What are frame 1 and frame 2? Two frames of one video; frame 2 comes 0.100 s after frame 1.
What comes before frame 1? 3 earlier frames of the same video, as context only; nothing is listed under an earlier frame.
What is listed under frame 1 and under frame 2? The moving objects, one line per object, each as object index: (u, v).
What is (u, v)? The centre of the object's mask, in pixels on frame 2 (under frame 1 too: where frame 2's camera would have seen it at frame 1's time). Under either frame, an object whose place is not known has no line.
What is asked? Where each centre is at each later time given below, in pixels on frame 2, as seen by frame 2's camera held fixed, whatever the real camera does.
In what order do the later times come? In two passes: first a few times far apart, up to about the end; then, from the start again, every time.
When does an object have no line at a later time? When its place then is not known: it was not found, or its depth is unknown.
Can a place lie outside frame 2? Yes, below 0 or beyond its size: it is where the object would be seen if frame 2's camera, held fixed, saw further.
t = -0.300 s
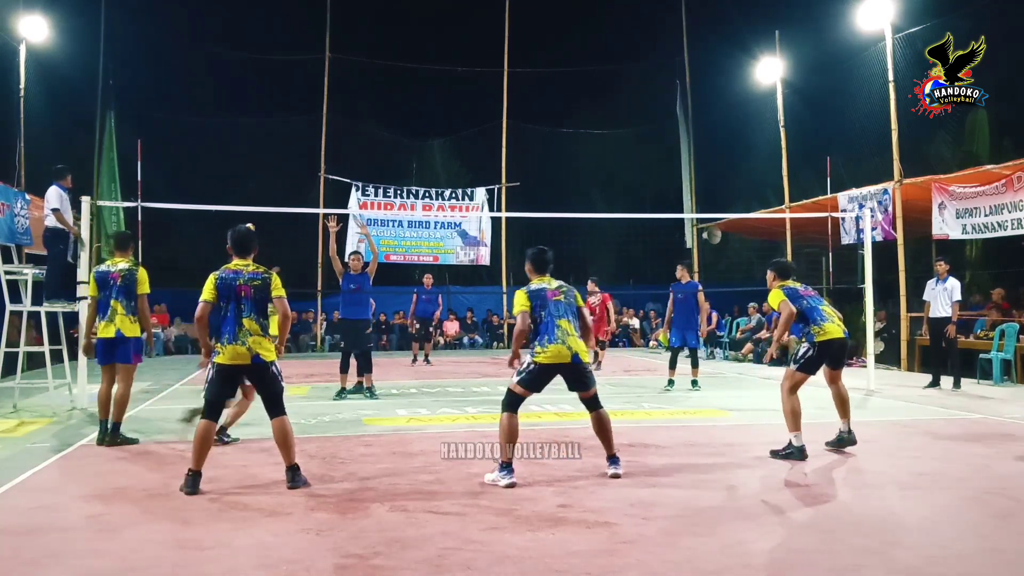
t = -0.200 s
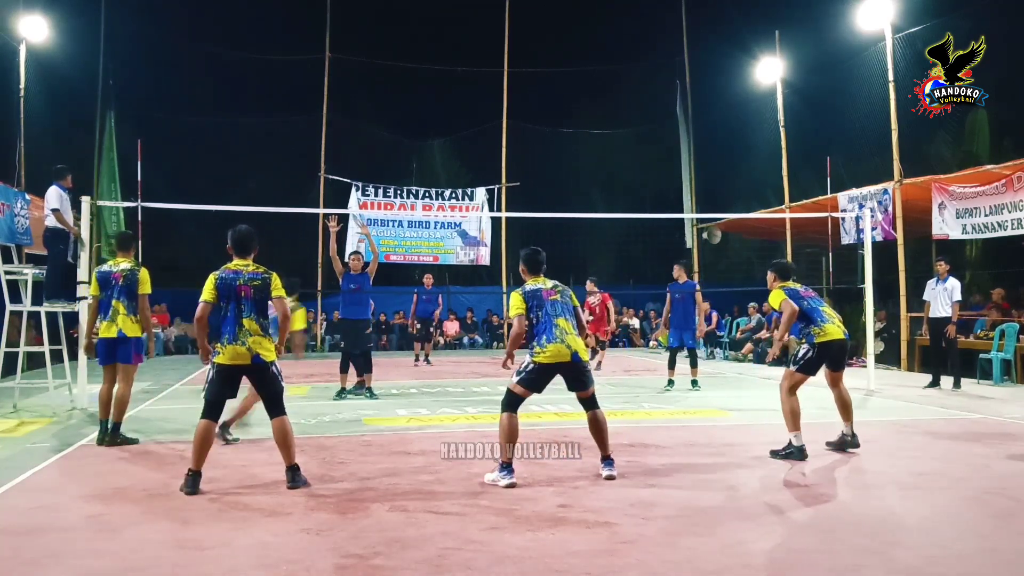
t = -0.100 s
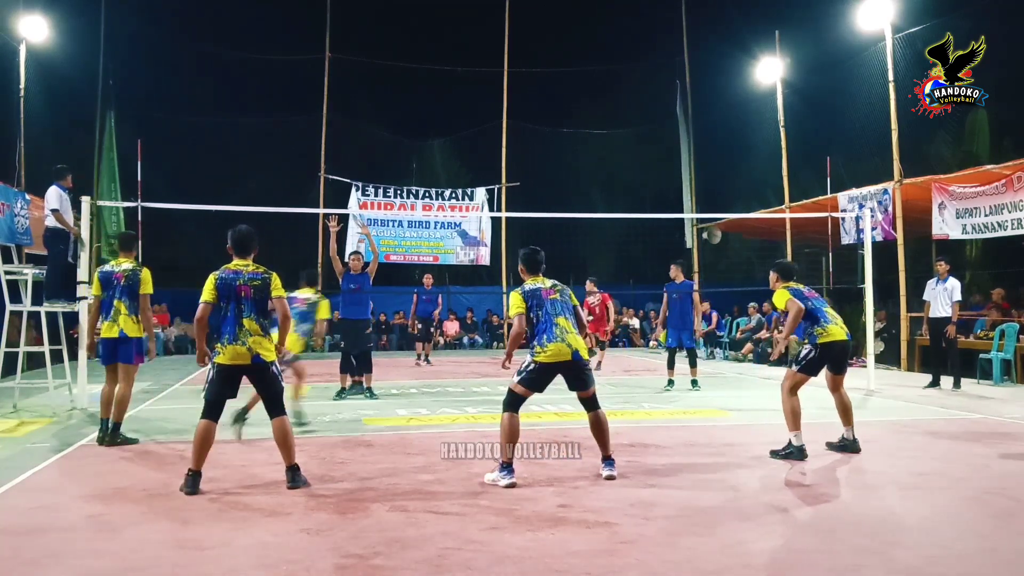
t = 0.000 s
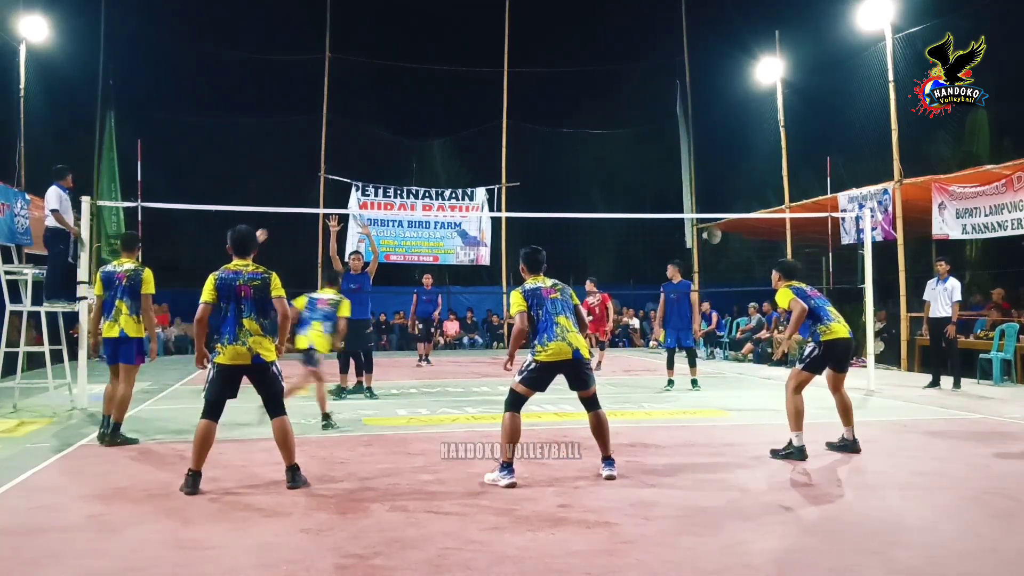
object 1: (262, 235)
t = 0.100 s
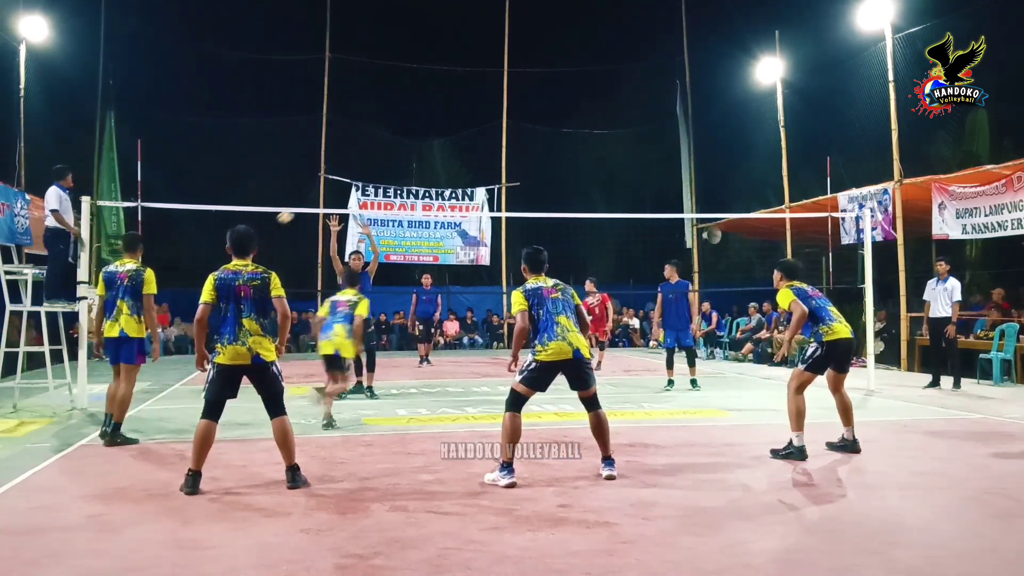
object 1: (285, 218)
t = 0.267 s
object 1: (340, 189)
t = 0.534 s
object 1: (465, 175)
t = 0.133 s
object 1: (295, 210)
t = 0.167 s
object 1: (306, 203)
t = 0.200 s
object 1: (316, 199)
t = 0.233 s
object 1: (328, 194)
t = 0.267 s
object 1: (340, 189)
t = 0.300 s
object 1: (352, 184)
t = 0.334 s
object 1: (367, 180)
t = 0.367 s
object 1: (382, 178)
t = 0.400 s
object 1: (397, 176)
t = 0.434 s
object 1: (413, 174)
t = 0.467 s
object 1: (430, 174)
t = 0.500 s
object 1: (447, 174)
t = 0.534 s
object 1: (465, 175)
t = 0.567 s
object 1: (484, 178)
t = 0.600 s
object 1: (504, 180)
